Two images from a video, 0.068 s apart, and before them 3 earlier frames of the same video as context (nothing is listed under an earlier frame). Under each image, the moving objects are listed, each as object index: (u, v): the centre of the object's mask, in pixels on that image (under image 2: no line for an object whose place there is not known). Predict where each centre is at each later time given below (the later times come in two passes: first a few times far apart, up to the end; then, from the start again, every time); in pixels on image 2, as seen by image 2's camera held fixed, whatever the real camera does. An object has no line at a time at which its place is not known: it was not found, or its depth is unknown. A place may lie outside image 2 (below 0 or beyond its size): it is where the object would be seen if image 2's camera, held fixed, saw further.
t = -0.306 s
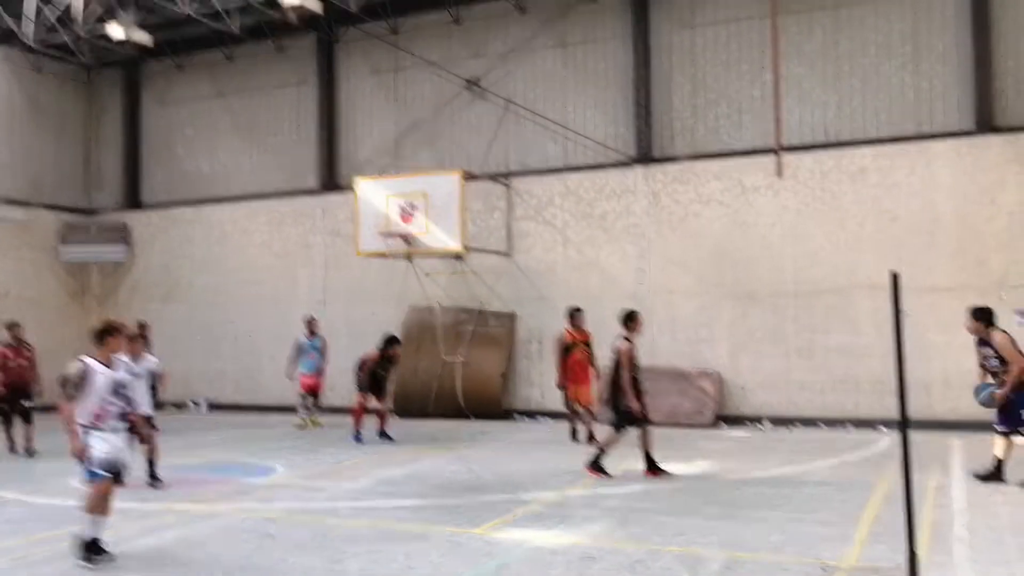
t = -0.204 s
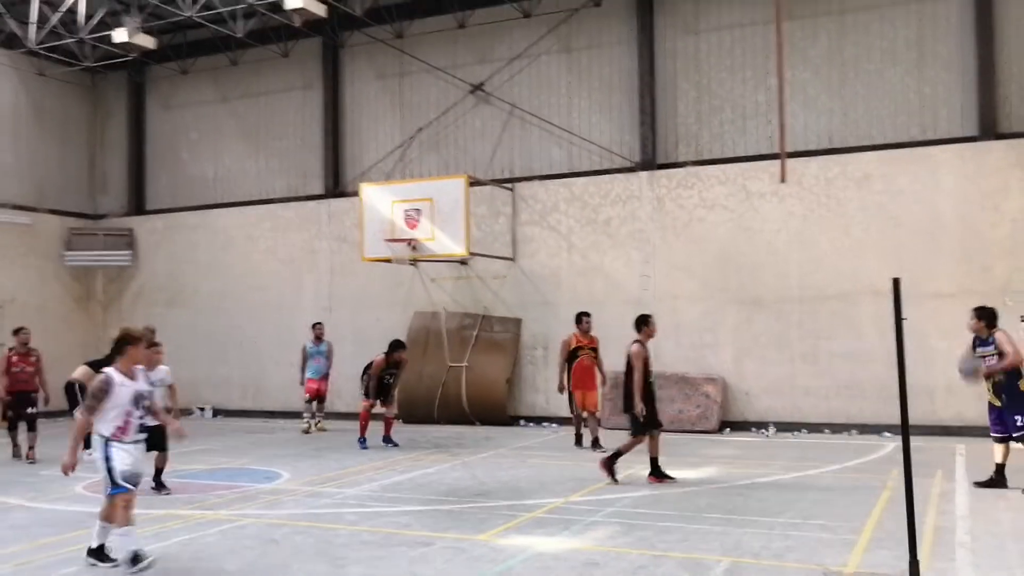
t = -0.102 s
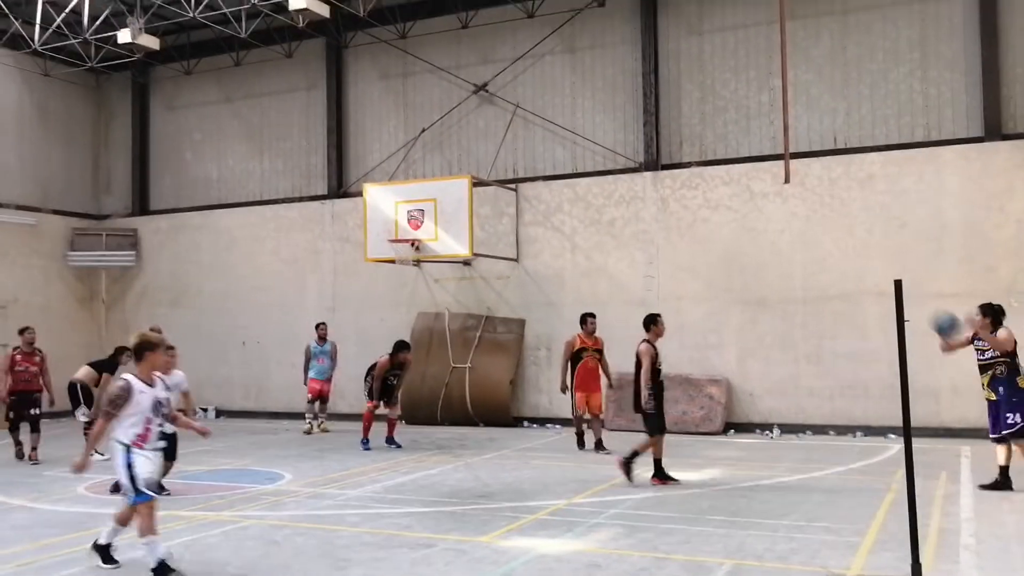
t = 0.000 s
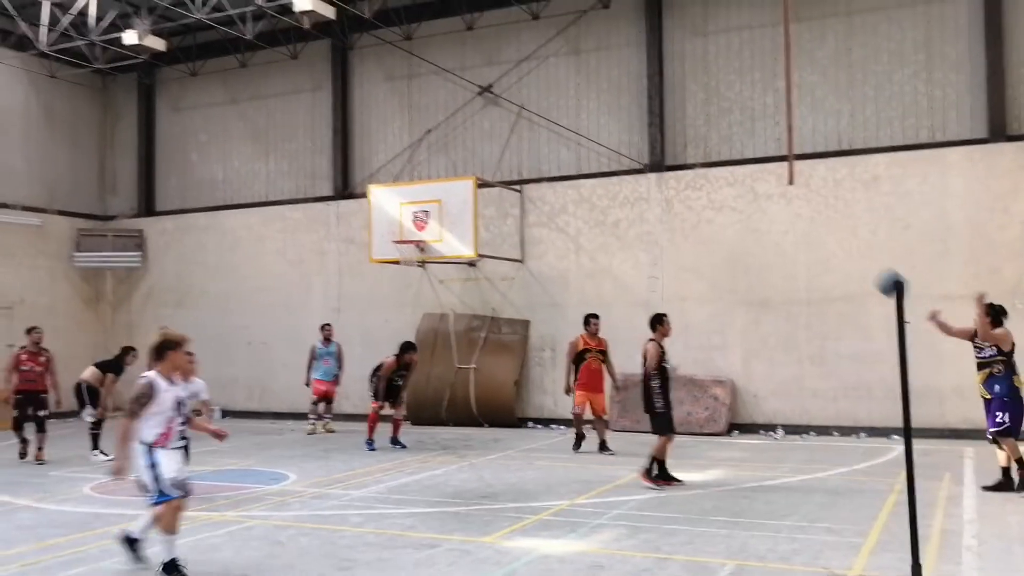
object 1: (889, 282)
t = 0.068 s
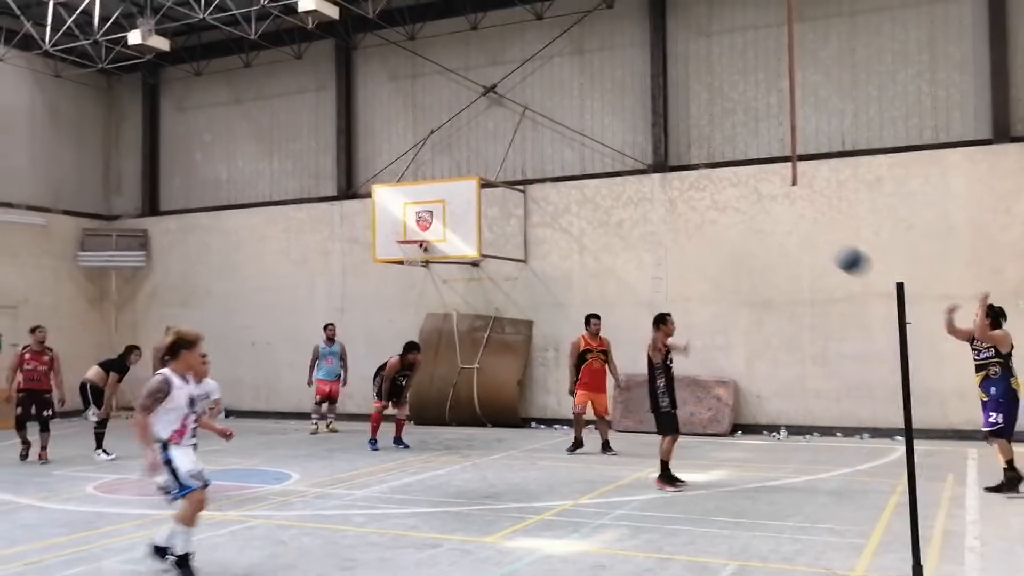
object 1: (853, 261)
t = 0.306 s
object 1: (692, 213)
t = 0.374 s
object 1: (642, 209)
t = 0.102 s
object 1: (830, 250)
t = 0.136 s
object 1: (808, 241)
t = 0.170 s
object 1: (785, 233)
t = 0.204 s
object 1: (762, 226)
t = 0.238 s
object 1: (740, 220)
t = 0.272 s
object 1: (716, 216)
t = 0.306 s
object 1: (692, 213)
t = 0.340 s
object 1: (667, 210)
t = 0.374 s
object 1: (642, 209)
